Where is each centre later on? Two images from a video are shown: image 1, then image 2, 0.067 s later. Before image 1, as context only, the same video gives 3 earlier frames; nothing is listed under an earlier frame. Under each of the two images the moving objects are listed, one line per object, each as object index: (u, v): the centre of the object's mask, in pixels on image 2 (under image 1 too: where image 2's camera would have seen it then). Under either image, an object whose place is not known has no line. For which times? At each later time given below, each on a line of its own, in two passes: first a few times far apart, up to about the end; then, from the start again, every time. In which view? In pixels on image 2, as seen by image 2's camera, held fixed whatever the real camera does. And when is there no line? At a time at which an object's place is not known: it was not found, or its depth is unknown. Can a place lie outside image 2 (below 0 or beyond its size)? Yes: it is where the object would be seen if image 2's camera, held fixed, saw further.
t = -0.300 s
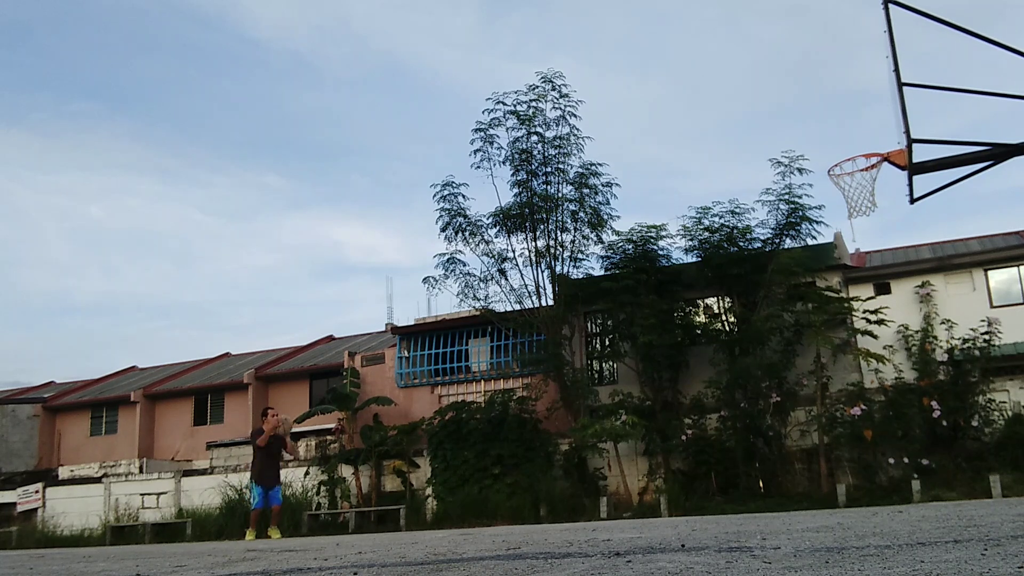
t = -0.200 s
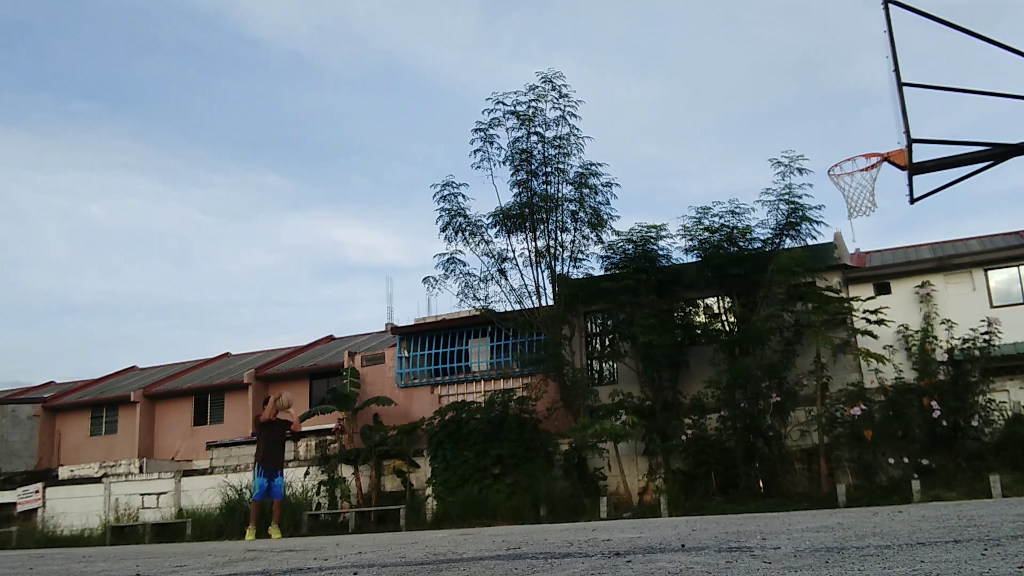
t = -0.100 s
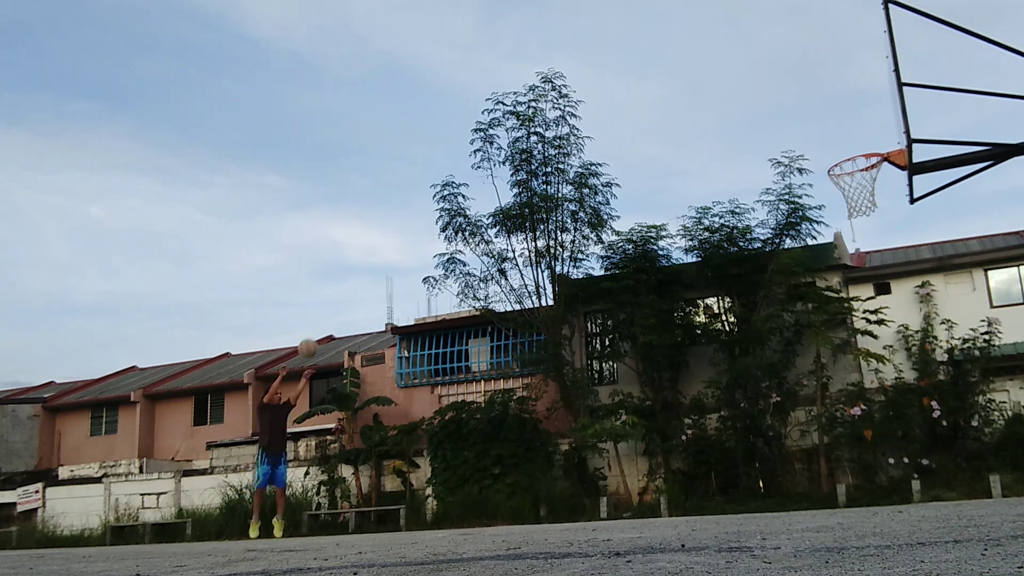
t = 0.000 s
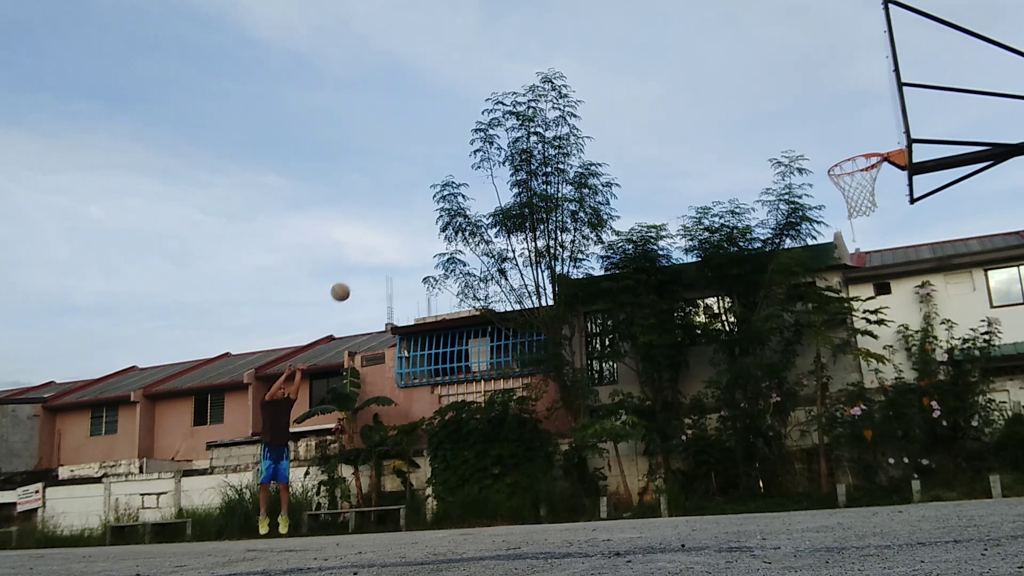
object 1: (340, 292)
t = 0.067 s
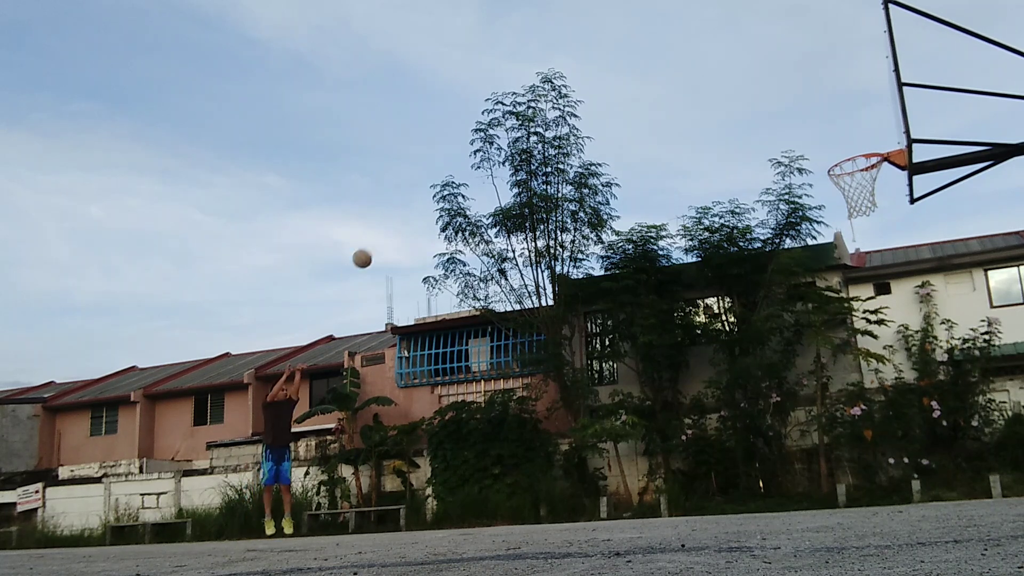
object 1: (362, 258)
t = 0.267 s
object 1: (430, 176)
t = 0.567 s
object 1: (543, 101)
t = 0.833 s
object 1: (663, 92)
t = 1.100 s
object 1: (815, 151)
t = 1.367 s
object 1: (846, 194)
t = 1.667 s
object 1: (837, 259)
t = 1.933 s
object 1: (842, 402)
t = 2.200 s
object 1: (836, 424)
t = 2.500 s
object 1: (821, 354)
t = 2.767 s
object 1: (819, 374)
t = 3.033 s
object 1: (828, 472)
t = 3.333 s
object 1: (820, 431)
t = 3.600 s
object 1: (819, 433)
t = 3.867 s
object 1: (826, 491)
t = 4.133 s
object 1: (823, 453)
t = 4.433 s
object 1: (831, 497)
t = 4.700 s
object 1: (827, 471)
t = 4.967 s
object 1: (827, 488)
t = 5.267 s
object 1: (828, 496)
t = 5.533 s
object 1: (828, 493)
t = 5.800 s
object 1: (831, 496)
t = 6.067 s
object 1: (831, 495)
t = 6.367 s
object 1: (832, 496)
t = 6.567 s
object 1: (832, 497)
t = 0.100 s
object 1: (373, 243)
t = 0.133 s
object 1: (384, 228)
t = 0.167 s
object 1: (395, 214)
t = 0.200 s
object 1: (407, 200)
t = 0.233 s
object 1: (418, 188)
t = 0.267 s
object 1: (430, 176)
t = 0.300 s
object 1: (442, 164)
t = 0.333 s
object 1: (454, 154)
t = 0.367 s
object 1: (465, 144)
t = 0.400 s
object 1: (478, 134)
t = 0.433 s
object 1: (490, 127)
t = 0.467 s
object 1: (503, 119)
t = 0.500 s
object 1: (516, 112)
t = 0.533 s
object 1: (529, 105)
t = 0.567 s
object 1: (543, 101)
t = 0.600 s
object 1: (557, 96)
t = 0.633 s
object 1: (571, 93)
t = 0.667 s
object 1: (586, 90)
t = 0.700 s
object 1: (600, 89)
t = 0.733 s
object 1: (615, 88)
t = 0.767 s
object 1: (631, 89)
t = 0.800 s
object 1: (647, 90)
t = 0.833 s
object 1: (663, 92)
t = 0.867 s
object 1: (680, 95)
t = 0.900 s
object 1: (697, 100)
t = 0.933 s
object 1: (715, 105)
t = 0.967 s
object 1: (734, 112)
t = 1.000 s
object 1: (753, 119)
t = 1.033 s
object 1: (773, 128)
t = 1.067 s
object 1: (793, 139)
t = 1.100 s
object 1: (815, 151)
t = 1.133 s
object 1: (836, 163)
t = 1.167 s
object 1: (850, 163)
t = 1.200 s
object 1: (866, 164)
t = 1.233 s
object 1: (869, 169)
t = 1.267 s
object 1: (863, 173)
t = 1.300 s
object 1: (857, 180)
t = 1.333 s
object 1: (850, 187)
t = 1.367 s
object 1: (846, 194)
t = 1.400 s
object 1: (844, 198)
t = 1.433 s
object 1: (841, 202)
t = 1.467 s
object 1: (840, 207)
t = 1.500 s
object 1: (839, 212)
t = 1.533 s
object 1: (839, 220)
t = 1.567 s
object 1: (838, 228)
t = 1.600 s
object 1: (838, 237)
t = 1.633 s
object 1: (838, 248)
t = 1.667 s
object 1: (837, 259)
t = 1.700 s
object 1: (838, 273)
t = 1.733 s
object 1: (838, 287)
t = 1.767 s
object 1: (838, 304)
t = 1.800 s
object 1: (839, 321)
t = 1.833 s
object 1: (840, 339)
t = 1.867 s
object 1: (840, 358)
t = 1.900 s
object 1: (841, 379)
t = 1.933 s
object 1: (842, 402)
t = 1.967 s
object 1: (844, 426)
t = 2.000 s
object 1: (845, 453)
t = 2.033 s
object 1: (847, 479)
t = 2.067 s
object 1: (847, 491)
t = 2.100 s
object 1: (844, 472)
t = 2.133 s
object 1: (841, 455)
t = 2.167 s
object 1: (838, 439)
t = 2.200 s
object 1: (836, 424)
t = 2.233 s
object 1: (833, 412)
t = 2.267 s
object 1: (831, 400)
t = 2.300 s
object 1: (829, 390)
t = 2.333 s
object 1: (827, 380)
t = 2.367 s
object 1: (826, 374)
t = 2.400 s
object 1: (824, 366)
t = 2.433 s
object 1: (823, 361)
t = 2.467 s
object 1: (822, 356)
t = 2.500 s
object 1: (821, 354)
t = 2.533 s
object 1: (820, 353)
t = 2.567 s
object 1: (820, 352)
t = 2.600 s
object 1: (819, 353)
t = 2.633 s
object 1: (819, 354)
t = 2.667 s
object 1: (819, 358)
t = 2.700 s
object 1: (819, 361)
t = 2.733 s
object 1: (819, 367)
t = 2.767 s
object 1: (819, 374)
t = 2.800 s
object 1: (820, 381)
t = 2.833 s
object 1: (820, 391)
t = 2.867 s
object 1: (821, 401)
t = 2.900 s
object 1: (822, 413)
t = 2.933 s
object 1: (823, 426)
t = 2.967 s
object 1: (824, 440)
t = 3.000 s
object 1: (826, 456)
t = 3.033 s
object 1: (828, 472)
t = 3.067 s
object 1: (828, 490)
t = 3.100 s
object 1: (828, 491)
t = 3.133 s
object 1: (827, 479)
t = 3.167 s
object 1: (826, 468)
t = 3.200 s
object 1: (825, 459)
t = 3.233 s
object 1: (823, 450)
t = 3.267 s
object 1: (822, 442)
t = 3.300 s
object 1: (821, 436)
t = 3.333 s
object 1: (820, 431)
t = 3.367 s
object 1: (819, 428)
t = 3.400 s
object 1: (819, 425)
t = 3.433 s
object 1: (818, 423)
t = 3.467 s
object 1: (818, 423)
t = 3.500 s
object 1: (819, 424)
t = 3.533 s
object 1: (819, 426)
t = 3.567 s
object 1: (819, 429)
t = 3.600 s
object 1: (819, 433)
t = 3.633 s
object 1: (820, 439)
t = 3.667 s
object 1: (821, 446)
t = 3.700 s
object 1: (822, 454)
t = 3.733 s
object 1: (823, 463)
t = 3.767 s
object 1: (824, 474)
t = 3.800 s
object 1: (825, 486)
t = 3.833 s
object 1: (826, 497)
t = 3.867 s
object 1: (826, 491)
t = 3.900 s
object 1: (825, 482)
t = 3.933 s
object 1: (824, 474)
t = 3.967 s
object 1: (824, 468)
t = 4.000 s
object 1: (824, 462)
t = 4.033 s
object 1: (823, 459)
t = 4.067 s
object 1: (823, 455)
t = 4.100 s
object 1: (823, 454)
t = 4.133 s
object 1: (823, 453)
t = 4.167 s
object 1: (824, 454)
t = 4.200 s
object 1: (824, 456)
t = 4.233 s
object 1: (825, 459)
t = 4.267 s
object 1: (826, 463)
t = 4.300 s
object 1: (827, 468)
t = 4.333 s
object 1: (827, 475)
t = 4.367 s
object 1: (828, 482)
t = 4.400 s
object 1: (830, 491)
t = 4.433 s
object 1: (831, 497)
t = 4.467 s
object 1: (829, 490)
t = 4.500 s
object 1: (829, 484)
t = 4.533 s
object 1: (829, 479)
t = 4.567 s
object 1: (828, 475)
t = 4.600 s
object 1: (827, 472)
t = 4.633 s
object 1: (827, 471)
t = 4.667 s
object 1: (827, 470)
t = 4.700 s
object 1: (827, 471)
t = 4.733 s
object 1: (827, 473)
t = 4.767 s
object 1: (827, 476)
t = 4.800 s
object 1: (827, 480)
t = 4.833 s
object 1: (827, 485)
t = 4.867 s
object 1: (828, 492)
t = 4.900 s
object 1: (829, 497)
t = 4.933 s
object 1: (829, 493)
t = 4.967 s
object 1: (827, 488)
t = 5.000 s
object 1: (827, 484)
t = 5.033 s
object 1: (827, 482)
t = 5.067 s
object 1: (827, 480)
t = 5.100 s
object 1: (827, 481)
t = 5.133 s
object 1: (827, 481)
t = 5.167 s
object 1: (827, 484)
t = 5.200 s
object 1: (828, 487)
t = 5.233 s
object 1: (828, 491)
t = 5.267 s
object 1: (828, 496)
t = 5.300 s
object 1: (828, 494)
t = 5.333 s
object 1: (828, 491)
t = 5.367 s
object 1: (828, 488)
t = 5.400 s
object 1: (828, 487)
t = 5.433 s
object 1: (828, 487)
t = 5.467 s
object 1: (828, 487)
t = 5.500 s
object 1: (828, 489)
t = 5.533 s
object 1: (828, 493)
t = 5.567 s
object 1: (829, 496)
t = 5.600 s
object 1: (829, 495)
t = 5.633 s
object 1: (829, 493)
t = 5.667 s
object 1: (829, 491)
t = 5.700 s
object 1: (829, 491)
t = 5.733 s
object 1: (829, 492)
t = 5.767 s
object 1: (829, 493)
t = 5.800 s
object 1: (831, 496)
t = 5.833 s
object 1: (831, 496)
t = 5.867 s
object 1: (831, 495)
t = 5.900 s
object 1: (831, 494)
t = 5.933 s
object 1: (831, 494)
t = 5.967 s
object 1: (831, 495)
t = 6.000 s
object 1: (831, 497)
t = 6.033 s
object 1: (831, 496)
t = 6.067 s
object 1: (831, 495)
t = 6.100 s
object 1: (832, 495)
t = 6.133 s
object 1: (831, 496)
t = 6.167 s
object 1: (831, 497)
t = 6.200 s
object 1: (831, 496)
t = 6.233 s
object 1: (832, 496)
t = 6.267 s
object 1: (832, 496)
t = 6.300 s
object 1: (832, 497)
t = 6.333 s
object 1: (832, 496)
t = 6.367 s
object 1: (832, 496)
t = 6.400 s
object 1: (831, 497)
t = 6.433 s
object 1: (832, 497)
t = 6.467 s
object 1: (832, 497)
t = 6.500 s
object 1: (832, 497)
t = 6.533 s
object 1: (832, 497)
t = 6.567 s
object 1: (832, 497)
